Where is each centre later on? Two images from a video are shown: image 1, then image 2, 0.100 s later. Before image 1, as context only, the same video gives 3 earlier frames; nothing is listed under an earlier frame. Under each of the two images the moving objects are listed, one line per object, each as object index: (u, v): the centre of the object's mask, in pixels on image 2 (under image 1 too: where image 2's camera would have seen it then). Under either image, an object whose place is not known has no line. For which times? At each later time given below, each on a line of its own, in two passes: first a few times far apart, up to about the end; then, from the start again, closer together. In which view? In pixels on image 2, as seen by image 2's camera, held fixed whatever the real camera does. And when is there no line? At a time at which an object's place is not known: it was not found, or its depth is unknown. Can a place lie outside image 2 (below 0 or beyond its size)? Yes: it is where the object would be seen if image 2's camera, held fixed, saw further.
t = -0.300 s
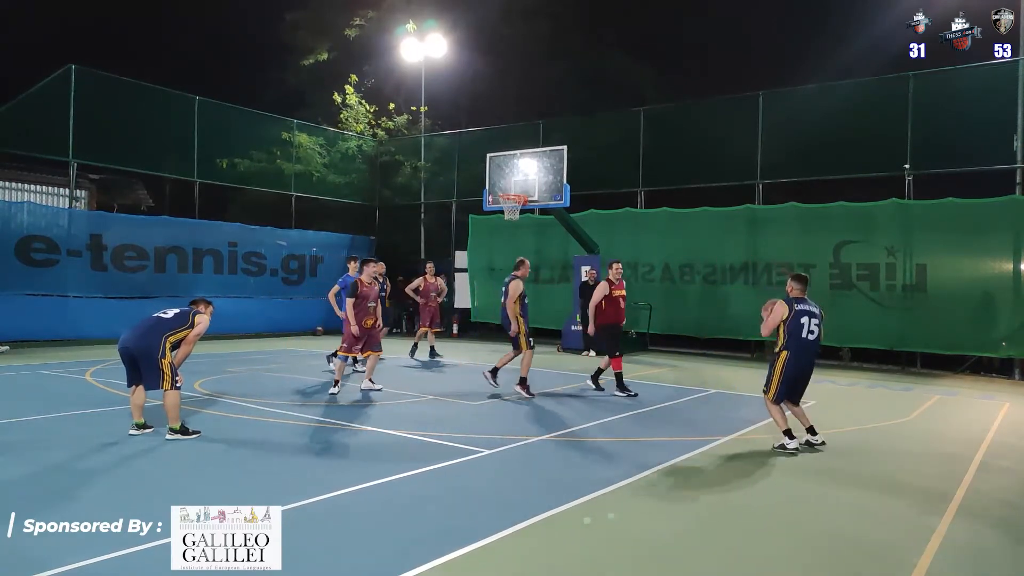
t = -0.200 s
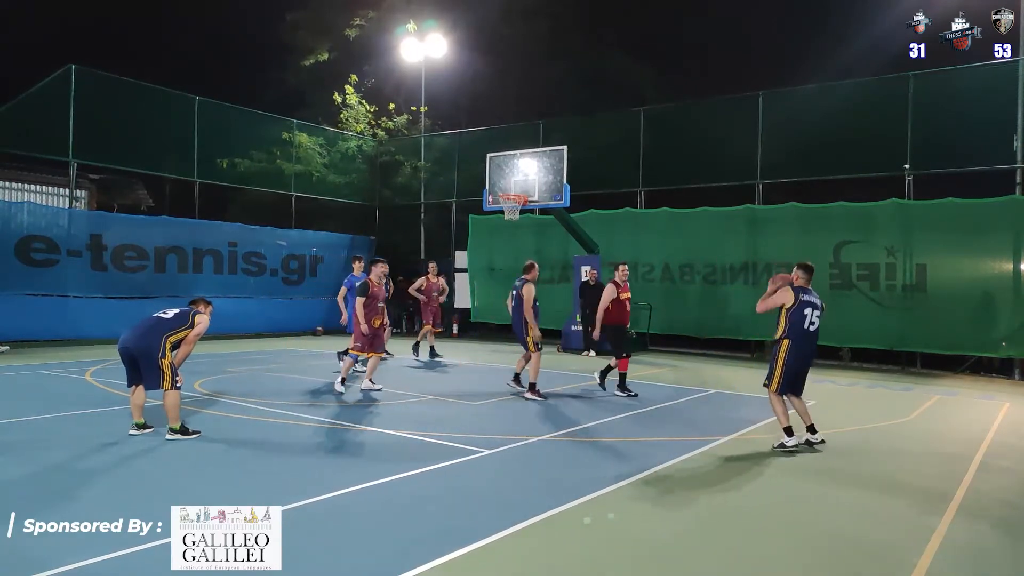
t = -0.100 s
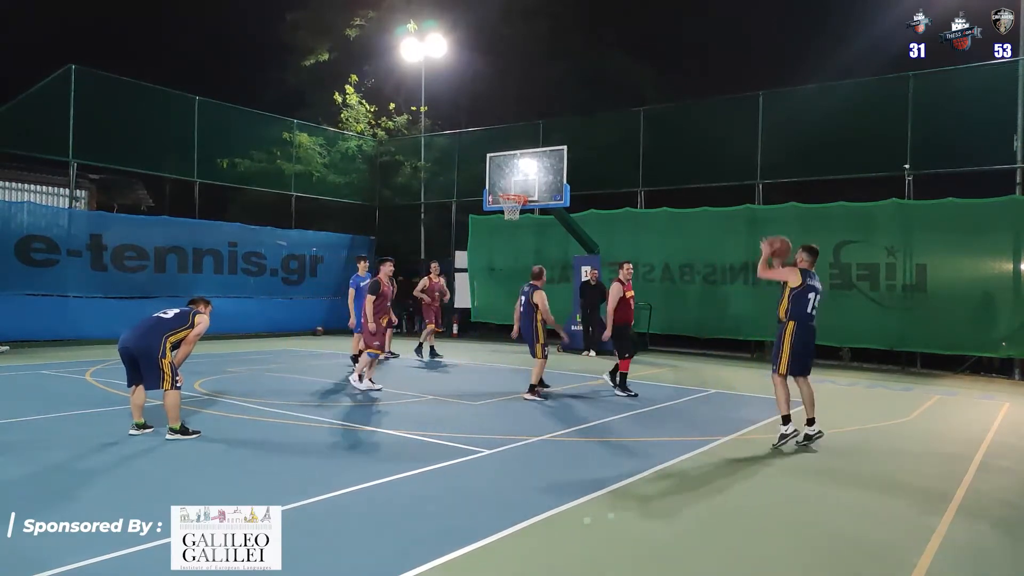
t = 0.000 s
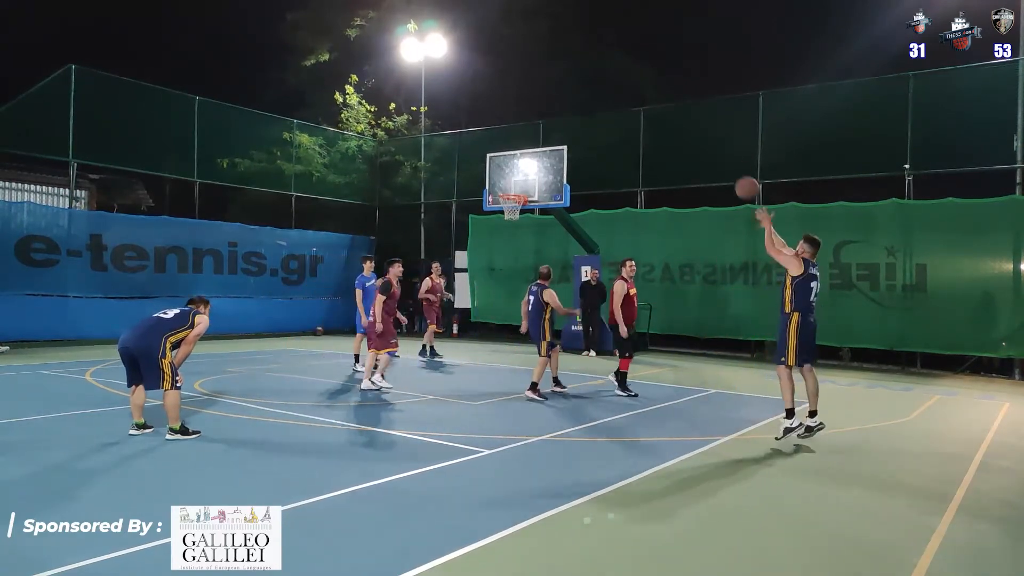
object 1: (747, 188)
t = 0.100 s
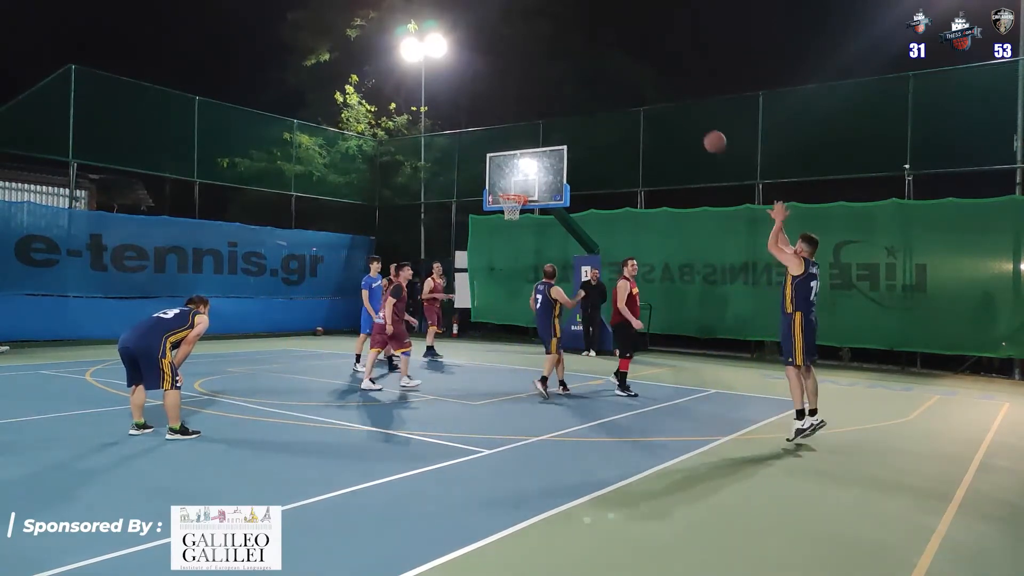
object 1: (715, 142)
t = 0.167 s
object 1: (696, 119)
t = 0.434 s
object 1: (630, 70)
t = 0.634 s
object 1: (590, 73)
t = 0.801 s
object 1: (562, 93)
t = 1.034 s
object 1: (529, 142)
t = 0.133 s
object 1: (705, 130)
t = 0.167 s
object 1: (696, 119)
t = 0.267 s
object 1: (669, 92)
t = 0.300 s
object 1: (661, 86)
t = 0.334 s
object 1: (652, 80)
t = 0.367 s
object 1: (645, 76)
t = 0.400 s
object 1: (638, 72)
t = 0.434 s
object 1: (630, 70)
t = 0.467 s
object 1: (623, 69)
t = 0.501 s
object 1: (616, 68)
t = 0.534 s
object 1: (610, 68)
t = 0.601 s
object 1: (597, 70)
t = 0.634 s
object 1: (590, 73)
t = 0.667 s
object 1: (584, 75)
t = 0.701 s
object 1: (579, 79)
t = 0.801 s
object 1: (562, 93)
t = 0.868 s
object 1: (552, 105)
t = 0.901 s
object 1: (547, 111)
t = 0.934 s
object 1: (542, 119)
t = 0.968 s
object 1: (538, 126)
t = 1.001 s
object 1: (533, 134)
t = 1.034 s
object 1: (529, 142)
